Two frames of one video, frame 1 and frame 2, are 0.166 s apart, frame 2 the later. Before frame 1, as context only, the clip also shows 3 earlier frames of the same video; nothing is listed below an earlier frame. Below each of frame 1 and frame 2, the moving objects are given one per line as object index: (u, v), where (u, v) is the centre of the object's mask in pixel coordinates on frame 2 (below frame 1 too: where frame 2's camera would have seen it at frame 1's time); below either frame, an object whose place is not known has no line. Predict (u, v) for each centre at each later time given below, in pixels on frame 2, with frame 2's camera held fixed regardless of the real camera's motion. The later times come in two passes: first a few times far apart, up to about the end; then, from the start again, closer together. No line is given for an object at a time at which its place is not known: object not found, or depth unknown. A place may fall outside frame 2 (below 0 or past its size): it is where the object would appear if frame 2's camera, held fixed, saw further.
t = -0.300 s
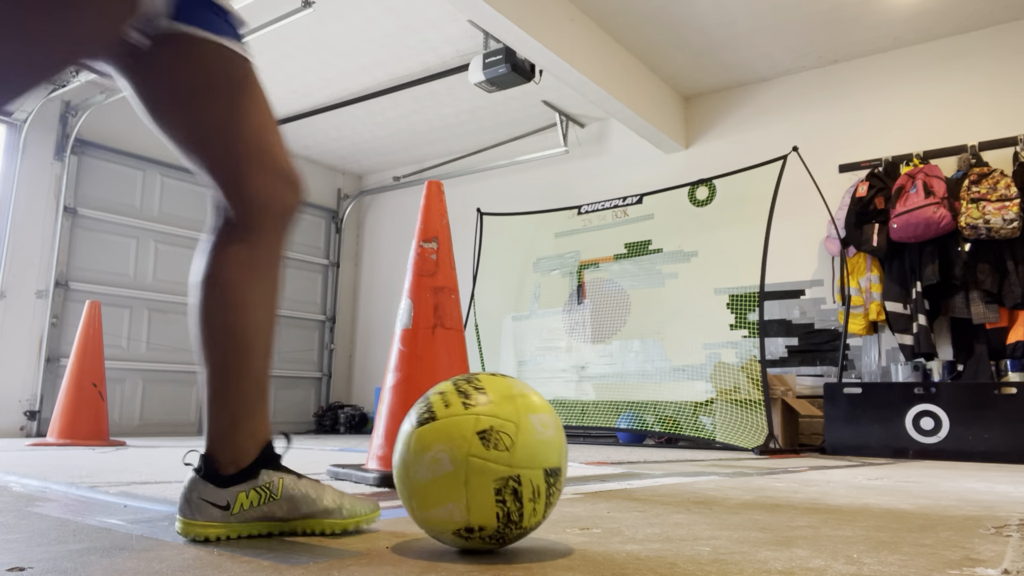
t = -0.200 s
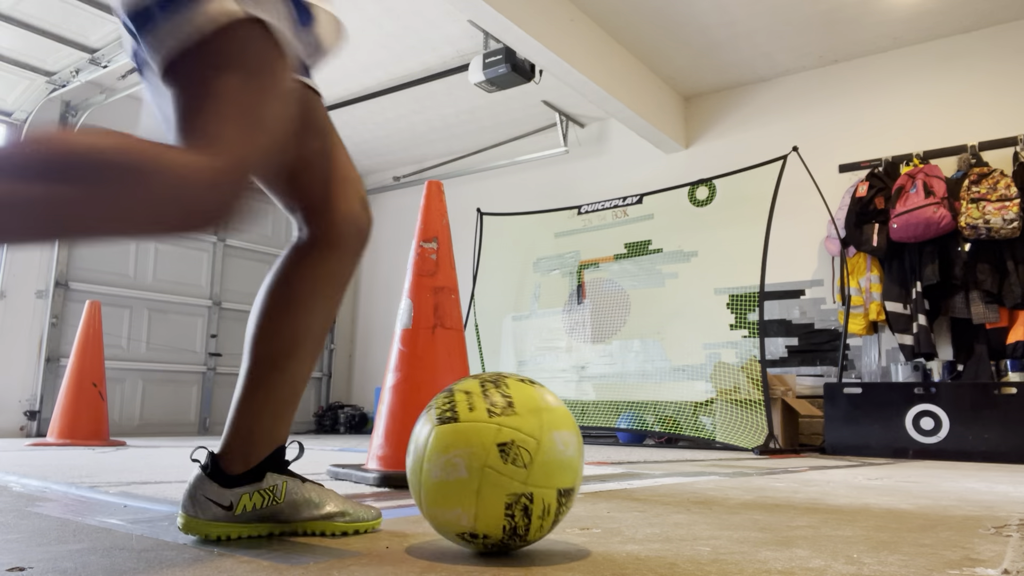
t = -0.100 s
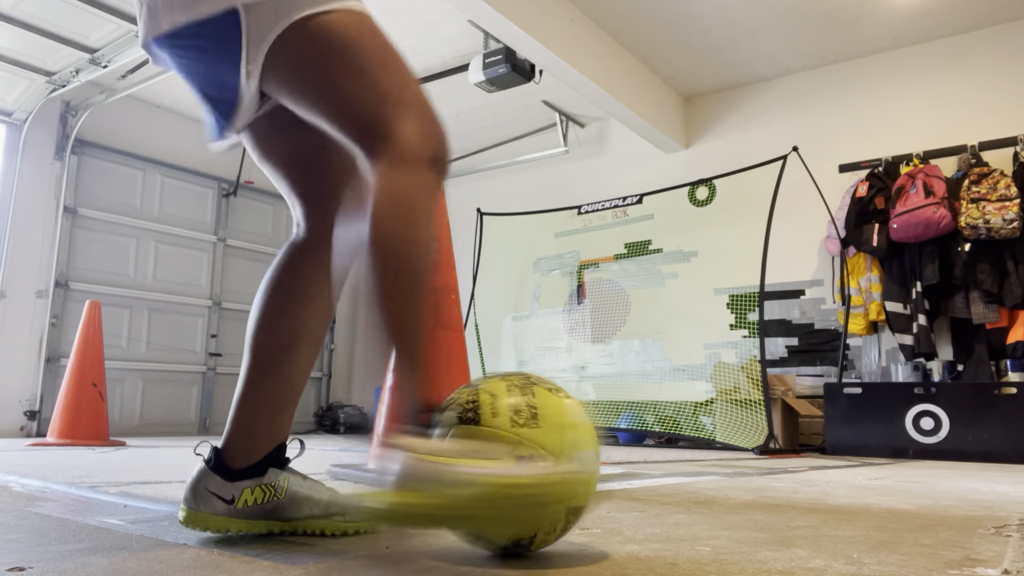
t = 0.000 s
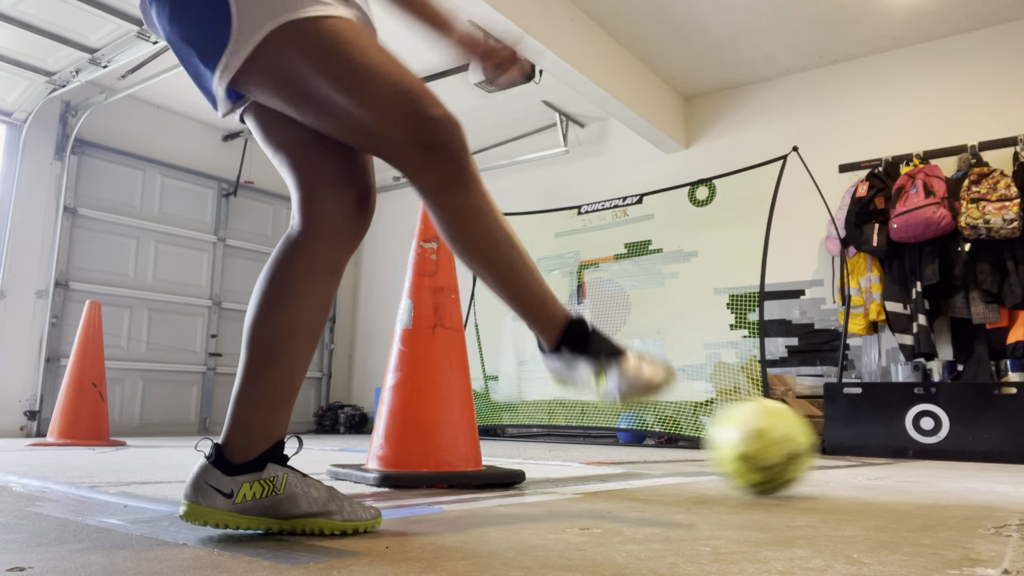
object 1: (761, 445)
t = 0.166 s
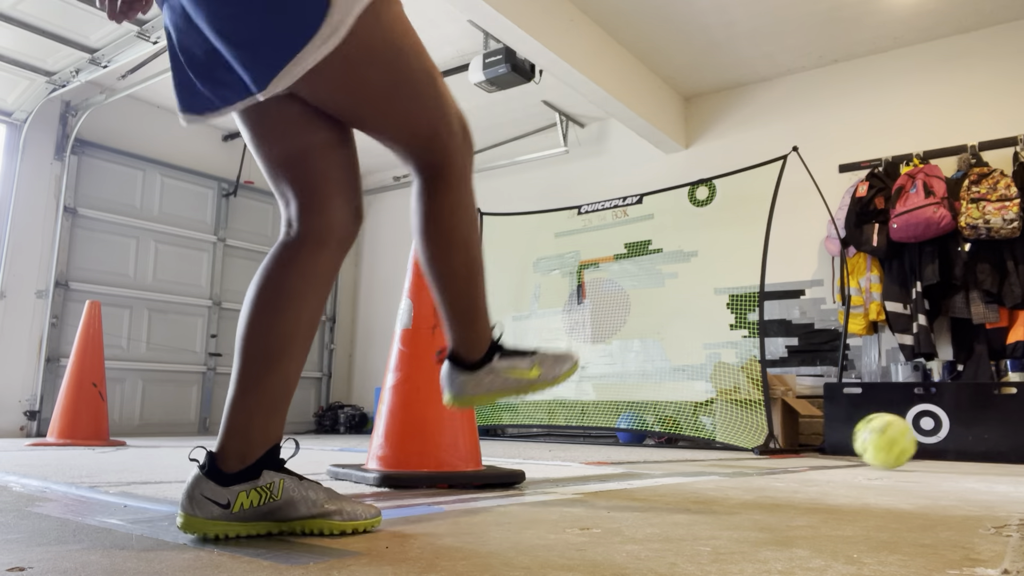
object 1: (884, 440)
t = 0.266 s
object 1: (915, 440)
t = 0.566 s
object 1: (887, 407)
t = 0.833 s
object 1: (836, 400)
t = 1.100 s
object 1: (768, 410)
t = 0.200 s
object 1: (896, 439)
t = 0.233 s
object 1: (906, 440)
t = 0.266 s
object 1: (915, 440)
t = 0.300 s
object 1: (923, 439)
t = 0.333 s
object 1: (925, 434)
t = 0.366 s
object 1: (921, 424)
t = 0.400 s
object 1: (915, 416)
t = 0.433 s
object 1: (910, 409)
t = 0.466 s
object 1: (905, 405)
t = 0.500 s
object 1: (899, 403)
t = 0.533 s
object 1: (893, 403)
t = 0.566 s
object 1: (887, 407)
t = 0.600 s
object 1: (881, 413)
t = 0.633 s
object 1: (874, 423)
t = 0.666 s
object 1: (866, 436)
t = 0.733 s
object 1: (854, 424)
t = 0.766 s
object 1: (848, 414)
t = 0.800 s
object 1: (842, 405)
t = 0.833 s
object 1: (836, 400)
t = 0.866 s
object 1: (829, 399)
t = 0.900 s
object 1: (822, 402)
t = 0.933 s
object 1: (815, 411)
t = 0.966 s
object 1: (807, 423)
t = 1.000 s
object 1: (799, 442)
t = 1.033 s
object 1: (789, 436)
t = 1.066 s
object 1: (779, 422)
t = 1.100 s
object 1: (768, 410)
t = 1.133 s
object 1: (754, 403)
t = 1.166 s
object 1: (740, 400)
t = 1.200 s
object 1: (725, 404)
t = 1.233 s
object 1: (708, 417)
